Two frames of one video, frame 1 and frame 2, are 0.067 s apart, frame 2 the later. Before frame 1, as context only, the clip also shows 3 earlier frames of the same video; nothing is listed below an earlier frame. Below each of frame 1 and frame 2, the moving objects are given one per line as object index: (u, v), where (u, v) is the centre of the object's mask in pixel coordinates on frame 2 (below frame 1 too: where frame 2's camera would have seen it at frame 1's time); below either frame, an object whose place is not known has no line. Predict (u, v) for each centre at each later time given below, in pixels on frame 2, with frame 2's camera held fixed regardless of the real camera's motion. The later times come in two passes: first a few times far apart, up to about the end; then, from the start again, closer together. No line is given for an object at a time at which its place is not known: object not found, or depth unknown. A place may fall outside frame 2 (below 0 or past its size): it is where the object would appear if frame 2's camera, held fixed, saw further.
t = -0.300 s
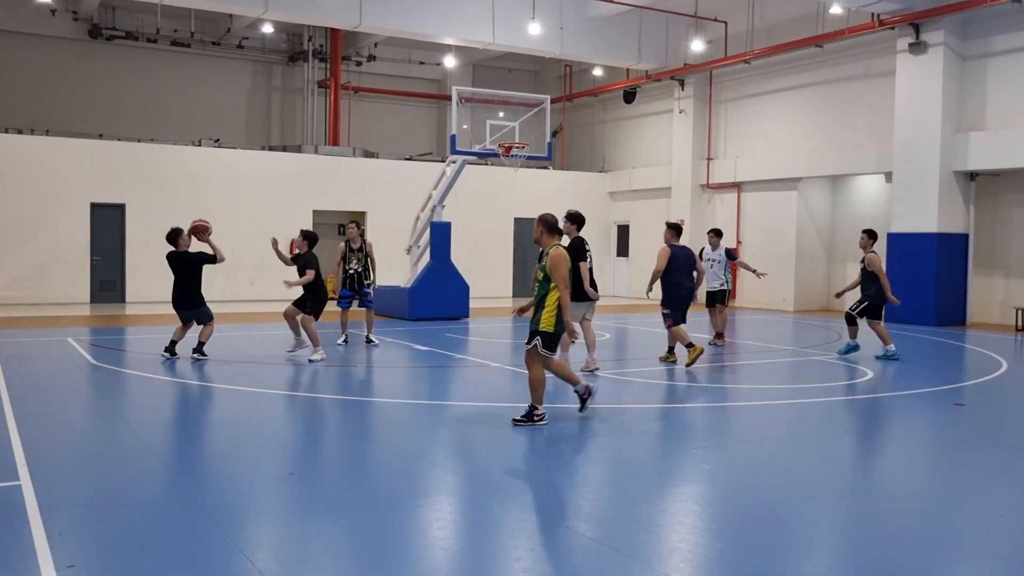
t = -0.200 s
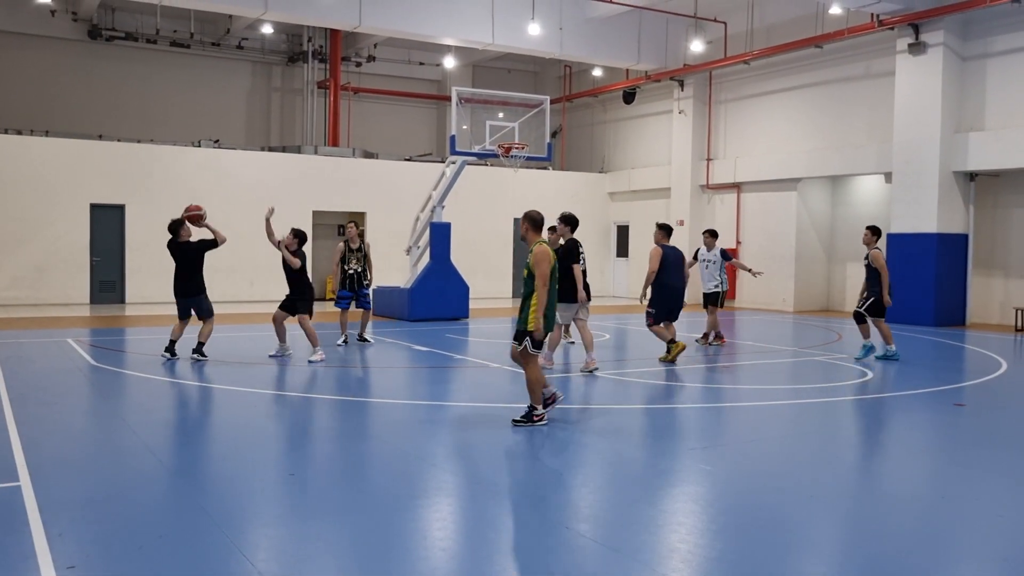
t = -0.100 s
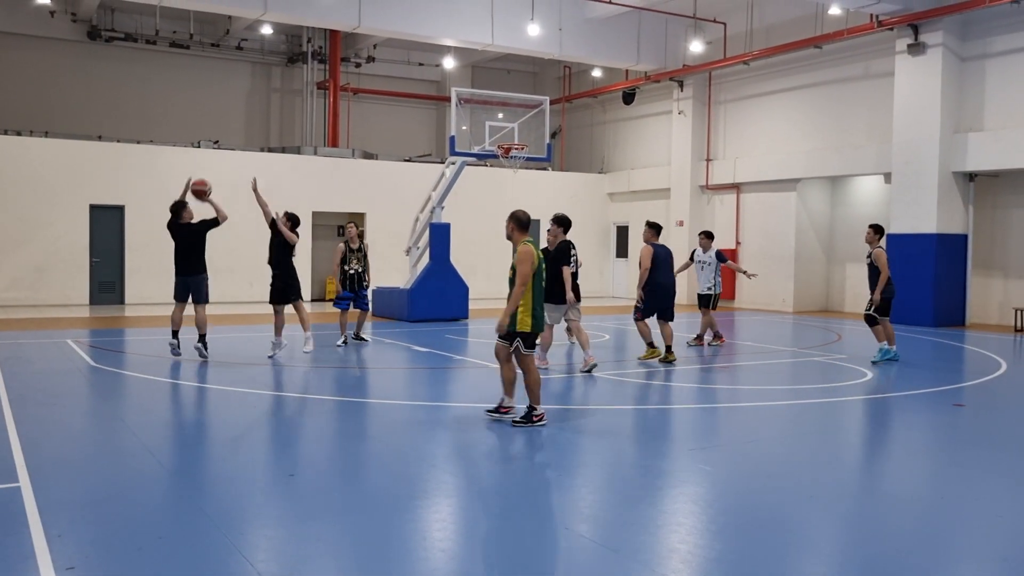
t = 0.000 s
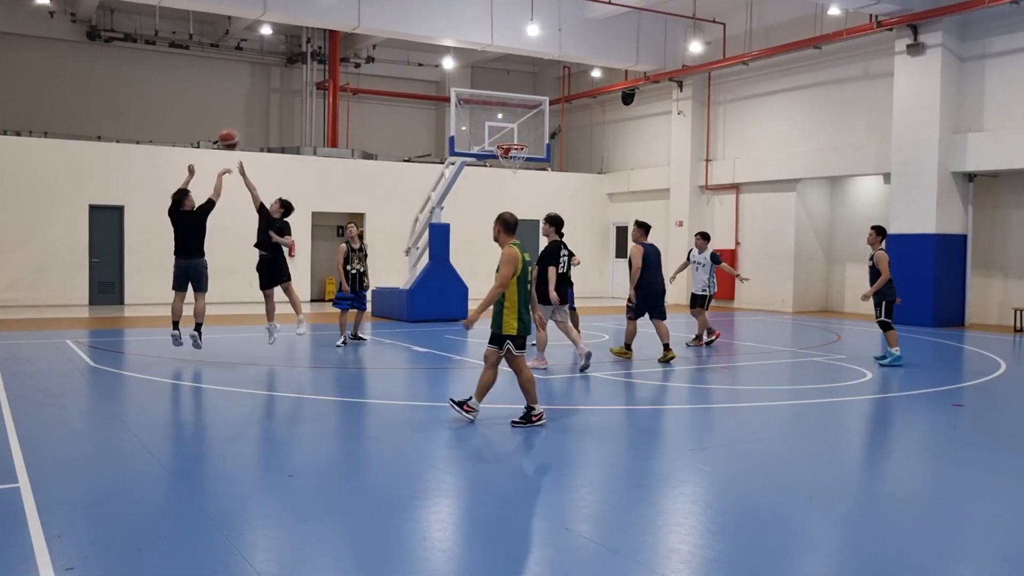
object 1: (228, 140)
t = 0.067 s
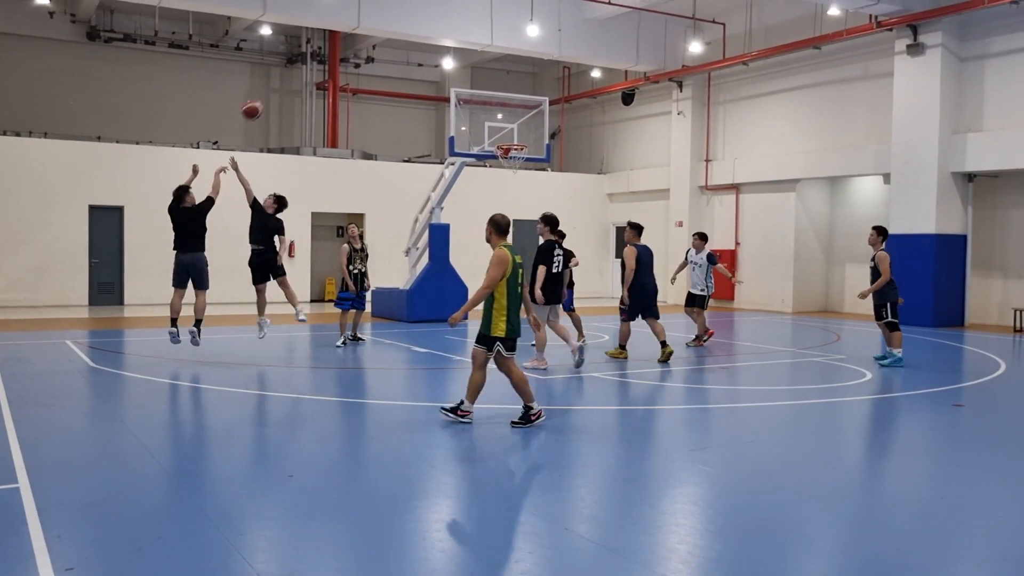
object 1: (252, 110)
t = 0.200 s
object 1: (295, 62)
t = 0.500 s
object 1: (380, 16)
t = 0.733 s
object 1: (436, 26)
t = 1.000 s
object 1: (492, 76)
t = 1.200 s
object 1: (529, 139)
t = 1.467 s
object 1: (591, 162)
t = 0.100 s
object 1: (263, 96)
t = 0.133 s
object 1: (274, 83)
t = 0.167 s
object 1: (284, 73)
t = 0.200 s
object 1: (295, 62)
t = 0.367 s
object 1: (344, 27)
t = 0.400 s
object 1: (354, 23)
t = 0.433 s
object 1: (363, 20)
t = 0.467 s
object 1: (371, 18)
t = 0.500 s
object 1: (380, 16)
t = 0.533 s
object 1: (388, 15)
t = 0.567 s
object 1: (396, 15)
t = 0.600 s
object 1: (404, 16)
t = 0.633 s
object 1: (412, 17)
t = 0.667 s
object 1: (420, 19)
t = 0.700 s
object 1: (428, 22)
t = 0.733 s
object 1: (436, 26)
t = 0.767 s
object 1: (443, 30)
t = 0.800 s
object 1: (450, 34)
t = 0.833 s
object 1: (458, 40)
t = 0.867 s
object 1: (465, 46)
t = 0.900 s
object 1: (472, 54)
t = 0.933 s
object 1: (479, 60)
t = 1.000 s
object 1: (492, 76)
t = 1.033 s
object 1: (498, 85)
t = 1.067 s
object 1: (504, 94)
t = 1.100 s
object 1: (511, 106)
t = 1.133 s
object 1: (517, 115)
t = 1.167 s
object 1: (523, 127)
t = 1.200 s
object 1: (529, 139)
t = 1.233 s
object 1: (536, 141)
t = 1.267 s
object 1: (545, 142)
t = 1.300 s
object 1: (553, 143)
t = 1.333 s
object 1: (560, 146)
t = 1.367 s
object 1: (568, 149)
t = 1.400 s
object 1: (575, 152)
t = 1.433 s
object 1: (583, 156)
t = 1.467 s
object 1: (591, 162)
